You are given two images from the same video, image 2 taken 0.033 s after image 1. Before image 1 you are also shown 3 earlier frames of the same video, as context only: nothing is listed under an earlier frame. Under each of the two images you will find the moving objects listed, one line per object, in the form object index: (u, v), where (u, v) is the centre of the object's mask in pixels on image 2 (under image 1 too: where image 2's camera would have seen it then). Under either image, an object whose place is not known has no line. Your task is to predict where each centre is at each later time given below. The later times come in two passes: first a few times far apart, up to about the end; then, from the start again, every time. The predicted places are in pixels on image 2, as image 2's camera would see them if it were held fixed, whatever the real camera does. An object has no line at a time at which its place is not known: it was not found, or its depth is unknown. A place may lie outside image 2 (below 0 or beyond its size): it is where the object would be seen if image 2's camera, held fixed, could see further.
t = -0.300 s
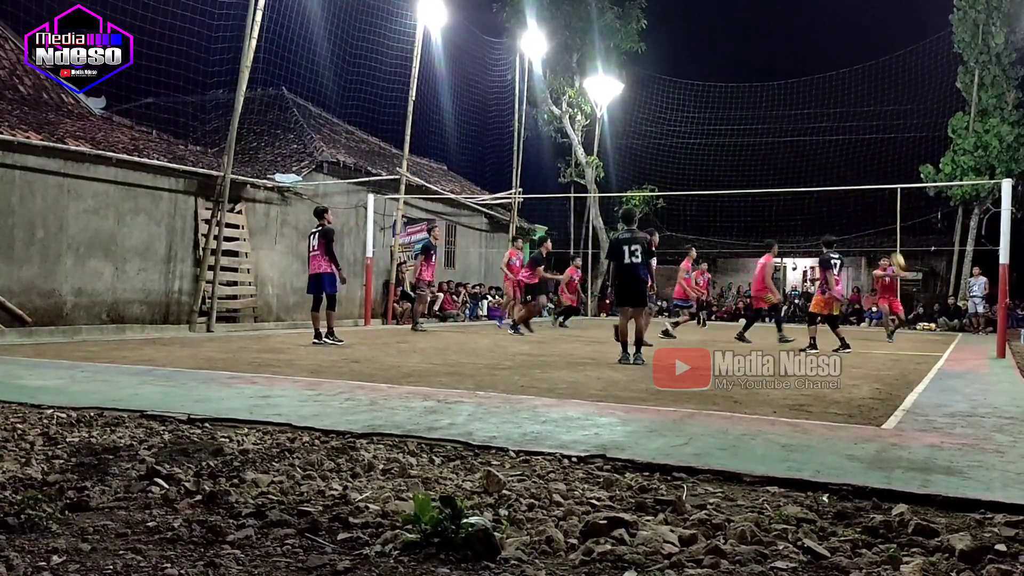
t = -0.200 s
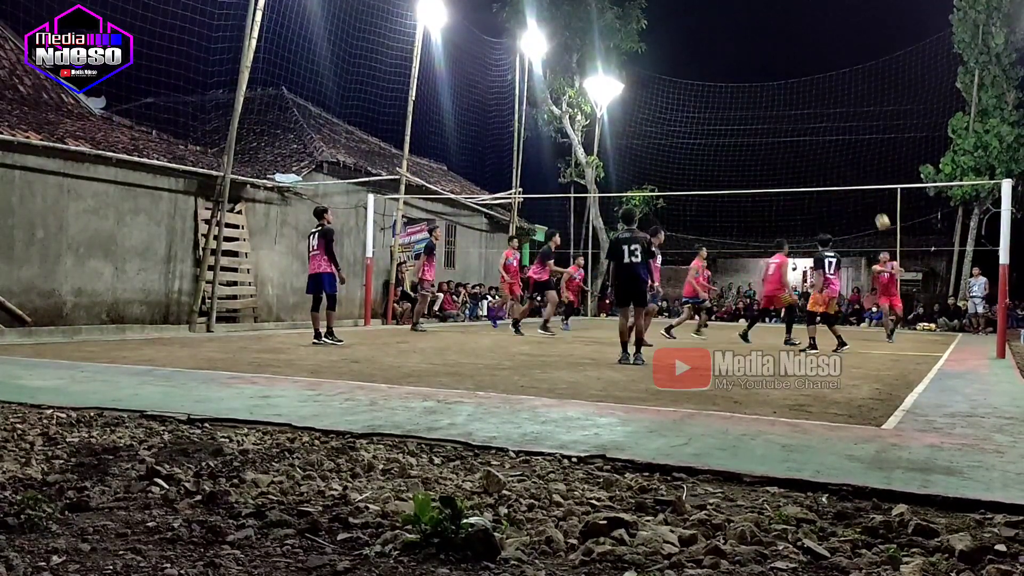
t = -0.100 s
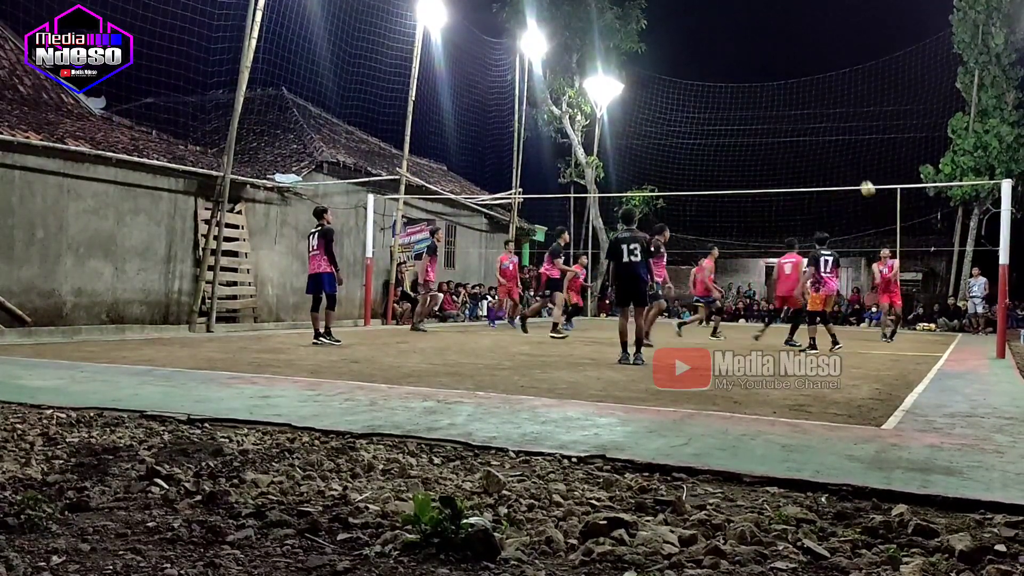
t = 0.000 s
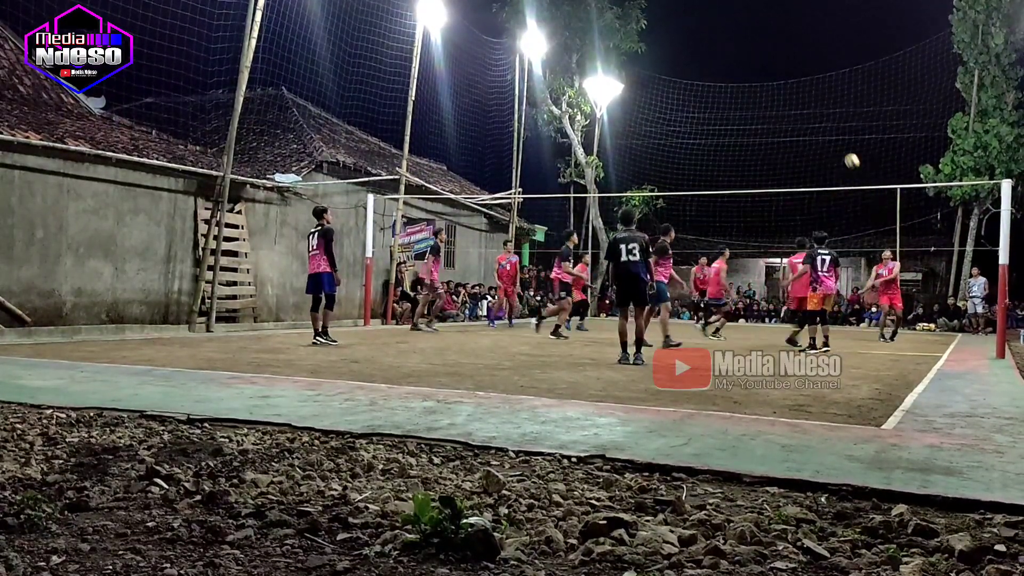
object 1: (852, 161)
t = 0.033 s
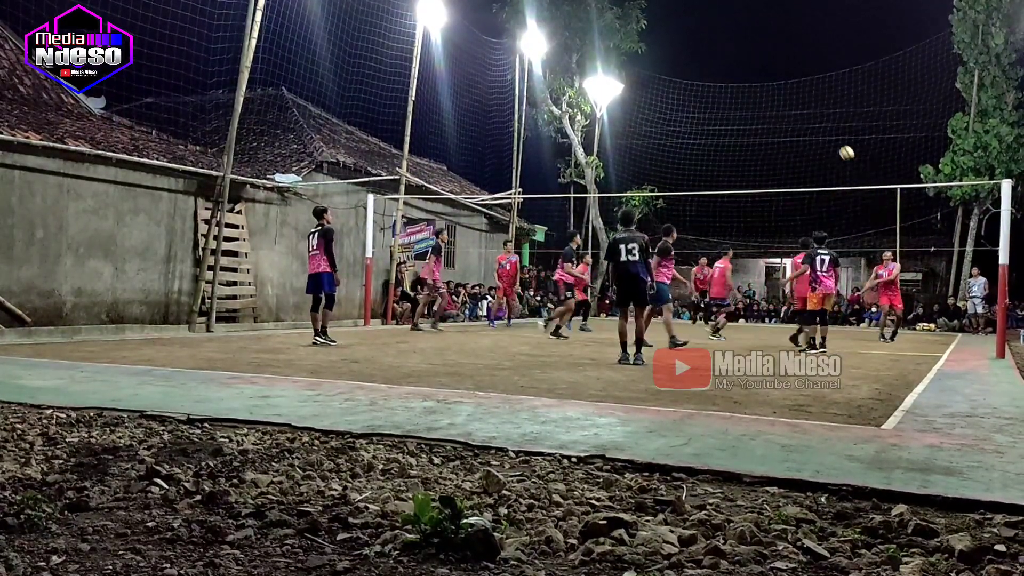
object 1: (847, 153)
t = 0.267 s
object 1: (809, 116)
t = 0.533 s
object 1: (765, 109)
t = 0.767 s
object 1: (726, 134)
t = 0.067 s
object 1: (841, 146)
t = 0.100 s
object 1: (836, 139)
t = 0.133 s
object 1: (831, 133)
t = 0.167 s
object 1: (825, 128)
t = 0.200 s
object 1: (820, 123)
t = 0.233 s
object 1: (815, 119)
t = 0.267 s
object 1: (809, 116)
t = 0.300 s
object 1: (804, 112)
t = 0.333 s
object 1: (798, 110)
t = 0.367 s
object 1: (793, 108)
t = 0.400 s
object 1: (787, 107)
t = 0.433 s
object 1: (782, 107)
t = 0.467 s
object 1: (776, 107)
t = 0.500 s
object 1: (771, 107)
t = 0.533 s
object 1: (765, 109)
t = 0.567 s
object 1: (760, 110)
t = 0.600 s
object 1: (754, 113)
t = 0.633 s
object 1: (749, 115)
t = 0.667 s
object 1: (743, 119)
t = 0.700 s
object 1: (737, 123)
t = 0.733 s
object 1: (732, 128)
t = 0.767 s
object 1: (726, 134)
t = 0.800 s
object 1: (721, 139)
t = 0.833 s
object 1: (715, 145)
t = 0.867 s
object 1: (710, 153)
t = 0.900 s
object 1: (704, 160)
